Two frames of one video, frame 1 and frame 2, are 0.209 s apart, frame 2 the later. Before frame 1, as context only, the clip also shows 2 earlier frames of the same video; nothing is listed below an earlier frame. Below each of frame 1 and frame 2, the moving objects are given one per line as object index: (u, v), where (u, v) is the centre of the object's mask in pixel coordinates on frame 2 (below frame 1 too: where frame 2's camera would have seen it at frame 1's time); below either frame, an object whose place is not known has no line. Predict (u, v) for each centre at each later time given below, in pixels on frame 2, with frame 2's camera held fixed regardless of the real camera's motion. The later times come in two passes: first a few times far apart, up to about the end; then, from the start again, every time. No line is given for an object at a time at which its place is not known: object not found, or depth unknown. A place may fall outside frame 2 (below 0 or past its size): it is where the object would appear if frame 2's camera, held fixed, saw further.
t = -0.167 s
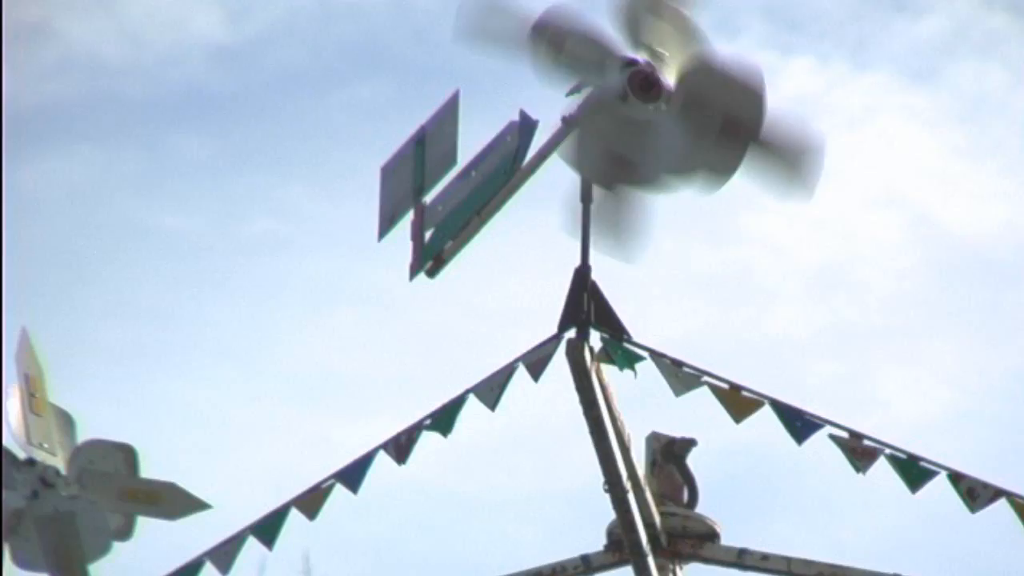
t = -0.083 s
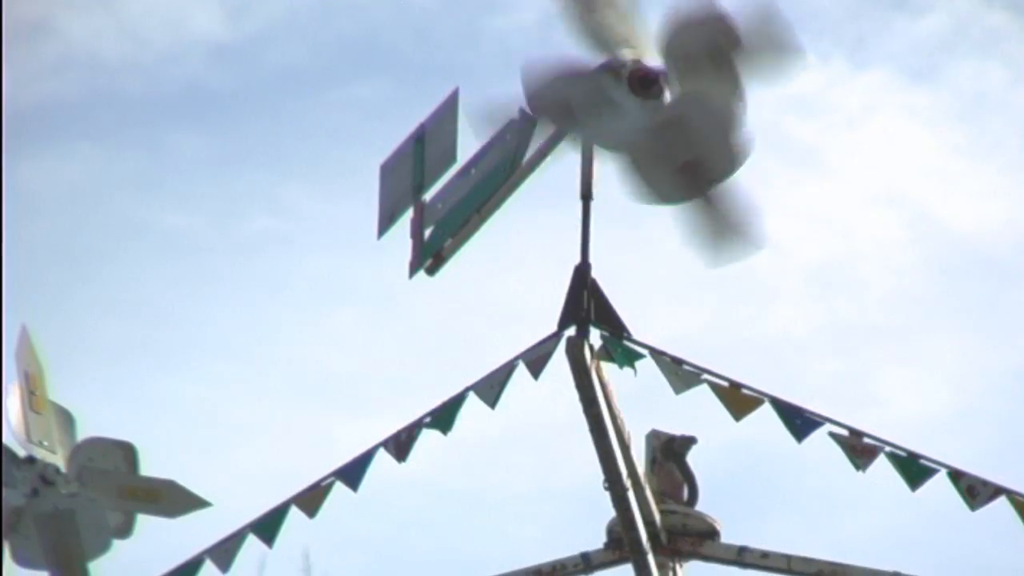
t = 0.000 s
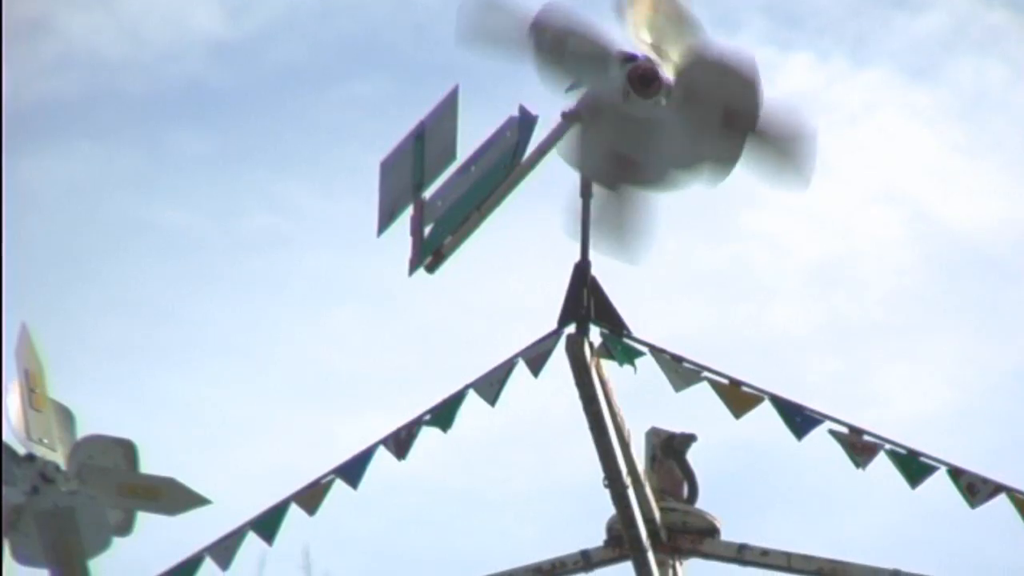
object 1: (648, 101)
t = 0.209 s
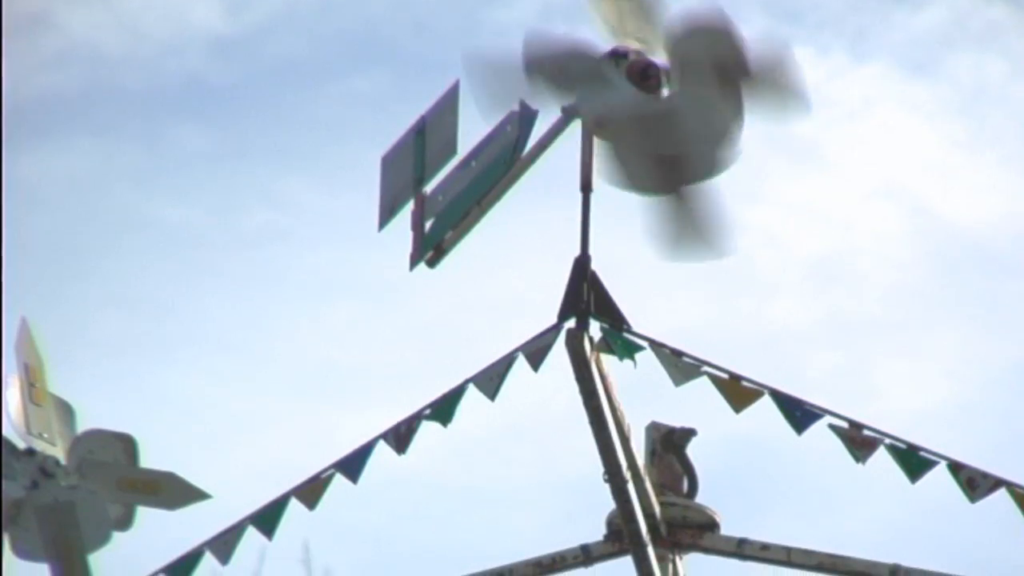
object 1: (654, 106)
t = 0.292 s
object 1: (656, 110)
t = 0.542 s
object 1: (661, 105)
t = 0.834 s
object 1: (652, 109)
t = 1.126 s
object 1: (655, 109)
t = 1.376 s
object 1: (660, 127)
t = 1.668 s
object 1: (669, 121)
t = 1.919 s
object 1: (661, 124)
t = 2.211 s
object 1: (677, 131)
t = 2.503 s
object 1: (659, 136)
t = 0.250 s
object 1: (668, 106)
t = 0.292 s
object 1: (656, 110)
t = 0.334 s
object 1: (651, 103)
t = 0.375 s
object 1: (658, 104)
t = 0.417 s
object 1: (663, 110)
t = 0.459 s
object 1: (661, 106)
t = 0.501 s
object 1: (654, 104)
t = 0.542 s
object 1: (661, 105)
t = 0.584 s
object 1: (657, 115)
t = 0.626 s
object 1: (656, 108)
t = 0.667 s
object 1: (649, 107)
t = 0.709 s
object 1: (669, 109)
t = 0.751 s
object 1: (660, 120)
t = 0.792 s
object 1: (657, 112)
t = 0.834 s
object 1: (652, 109)
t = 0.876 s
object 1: (673, 111)
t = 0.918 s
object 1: (661, 119)
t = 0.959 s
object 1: (653, 110)
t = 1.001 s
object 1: (656, 109)
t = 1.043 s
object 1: (667, 116)
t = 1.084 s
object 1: (662, 120)
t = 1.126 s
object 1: (655, 109)
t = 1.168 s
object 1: (656, 111)
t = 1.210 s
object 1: (660, 122)
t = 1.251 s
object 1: (667, 118)
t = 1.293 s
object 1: (653, 111)
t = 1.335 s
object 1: (656, 116)
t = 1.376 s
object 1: (660, 127)
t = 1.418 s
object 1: (670, 123)
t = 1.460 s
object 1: (654, 114)
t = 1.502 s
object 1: (663, 118)
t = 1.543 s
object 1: (663, 127)
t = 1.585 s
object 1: (666, 119)
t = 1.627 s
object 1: (652, 114)
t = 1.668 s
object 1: (669, 121)
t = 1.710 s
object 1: (662, 128)
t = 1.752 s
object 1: (666, 121)
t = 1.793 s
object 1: (654, 115)
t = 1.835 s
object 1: (666, 125)
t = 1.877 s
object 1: (659, 130)
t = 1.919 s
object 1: (661, 124)
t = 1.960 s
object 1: (650, 121)
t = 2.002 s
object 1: (661, 133)
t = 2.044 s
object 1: (663, 134)
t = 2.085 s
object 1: (668, 126)
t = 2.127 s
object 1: (655, 123)
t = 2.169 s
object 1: (663, 133)
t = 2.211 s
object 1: (677, 131)
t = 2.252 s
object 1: (665, 124)
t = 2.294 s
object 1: (656, 126)
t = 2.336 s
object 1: (662, 134)
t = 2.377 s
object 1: (679, 132)
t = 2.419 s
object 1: (667, 126)
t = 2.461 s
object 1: (652, 129)
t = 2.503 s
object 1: (659, 136)
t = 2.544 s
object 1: (674, 134)
